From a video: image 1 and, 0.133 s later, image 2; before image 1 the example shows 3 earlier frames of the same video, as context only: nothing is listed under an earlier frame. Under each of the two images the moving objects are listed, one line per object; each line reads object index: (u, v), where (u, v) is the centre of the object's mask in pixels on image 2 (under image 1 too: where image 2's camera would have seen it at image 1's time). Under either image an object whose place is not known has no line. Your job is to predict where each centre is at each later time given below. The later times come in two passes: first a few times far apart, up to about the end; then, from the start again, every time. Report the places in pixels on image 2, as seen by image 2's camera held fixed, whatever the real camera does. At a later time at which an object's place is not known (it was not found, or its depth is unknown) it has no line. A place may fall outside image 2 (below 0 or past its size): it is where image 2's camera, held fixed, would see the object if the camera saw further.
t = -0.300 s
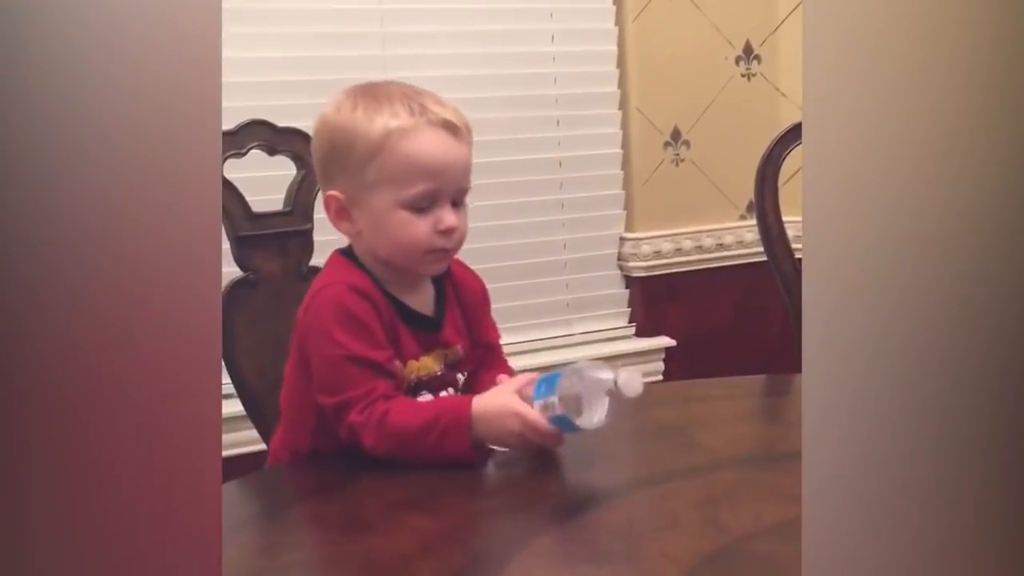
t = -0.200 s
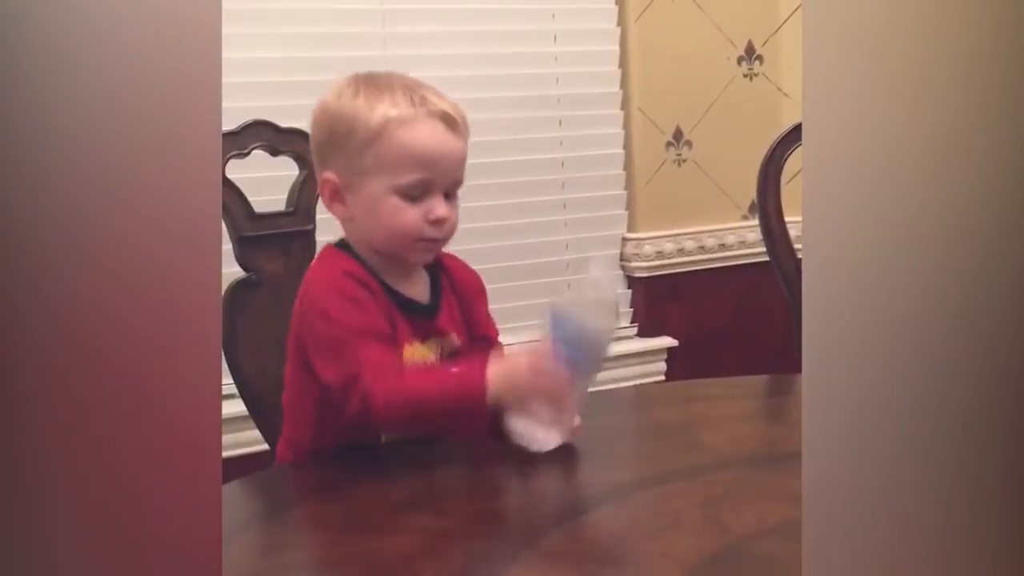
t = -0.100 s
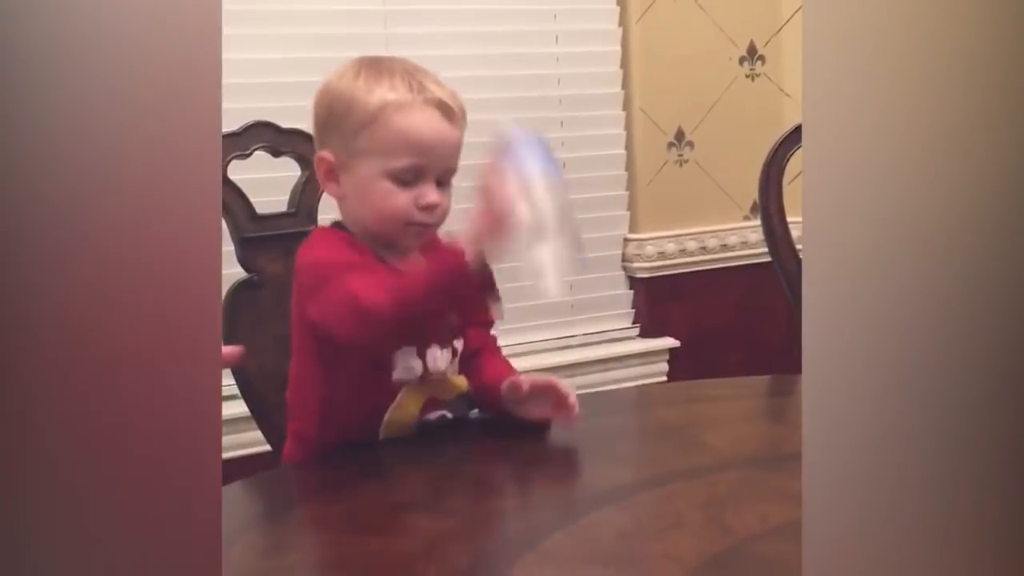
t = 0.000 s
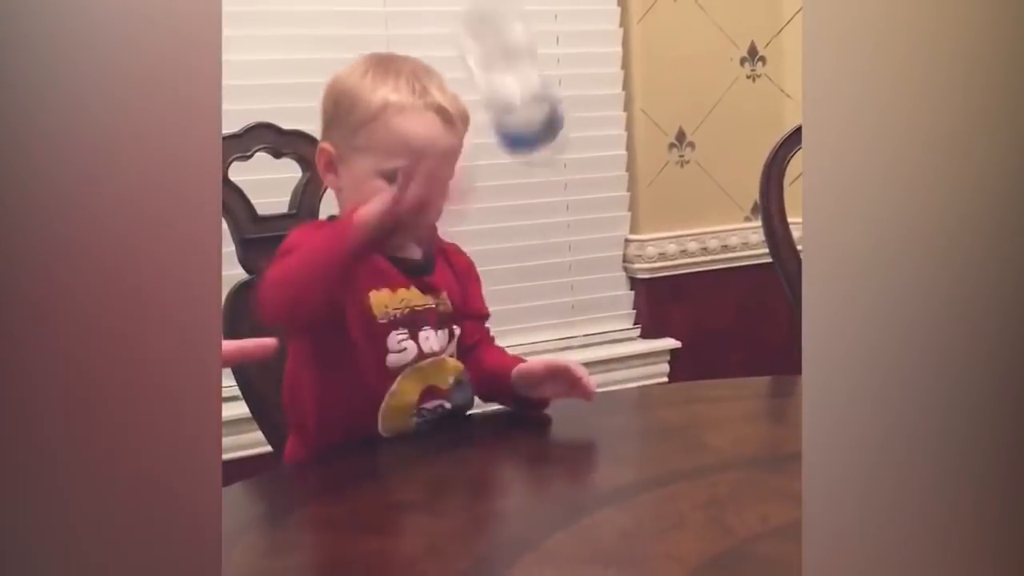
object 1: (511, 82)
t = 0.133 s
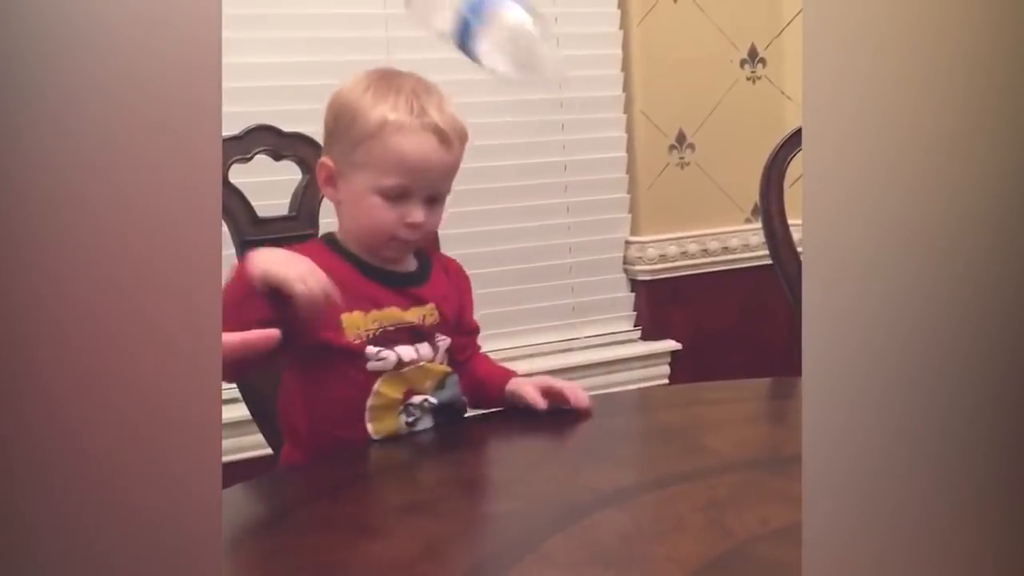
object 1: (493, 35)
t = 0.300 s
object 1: (419, 195)
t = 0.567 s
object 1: (399, 403)
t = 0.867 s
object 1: (398, 403)
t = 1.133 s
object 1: (398, 401)
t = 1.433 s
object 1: (398, 405)
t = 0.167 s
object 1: (469, 29)
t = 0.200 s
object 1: (455, 41)
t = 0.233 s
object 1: (439, 83)
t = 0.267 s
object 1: (427, 128)
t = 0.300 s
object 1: (419, 195)
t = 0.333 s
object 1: (415, 260)
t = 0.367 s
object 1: (411, 353)
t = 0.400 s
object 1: (405, 404)
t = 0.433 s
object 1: (406, 400)
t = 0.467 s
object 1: (403, 400)
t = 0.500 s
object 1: (401, 401)
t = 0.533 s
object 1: (400, 402)
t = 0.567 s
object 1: (399, 403)
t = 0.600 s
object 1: (399, 403)
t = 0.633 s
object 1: (398, 403)
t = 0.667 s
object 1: (399, 403)
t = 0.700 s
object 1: (398, 403)
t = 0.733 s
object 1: (398, 403)
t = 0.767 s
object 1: (398, 403)
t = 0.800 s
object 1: (398, 403)
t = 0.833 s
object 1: (398, 403)
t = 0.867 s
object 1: (398, 403)
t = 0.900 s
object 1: (398, 403)
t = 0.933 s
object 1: (398, 402)
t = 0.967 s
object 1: (398, 402)
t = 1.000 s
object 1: (399, 401)
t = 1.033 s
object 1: (398, 403)
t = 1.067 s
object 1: (398, 402)
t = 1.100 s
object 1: (398, 403)
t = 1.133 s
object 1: (398, 401)
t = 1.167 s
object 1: (398, 402)
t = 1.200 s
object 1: (398, 402)
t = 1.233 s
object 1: (398, 402)
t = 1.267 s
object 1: (398, 402)
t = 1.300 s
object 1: (398, 402)
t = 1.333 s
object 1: (398, 403)
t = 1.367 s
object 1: (398, 404)
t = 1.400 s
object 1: (398, 405)
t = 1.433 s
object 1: (398, 405)
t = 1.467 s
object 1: (398, 405)
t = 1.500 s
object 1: (398, 405)
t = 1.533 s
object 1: (398, 405)
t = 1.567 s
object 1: (398, 406)
